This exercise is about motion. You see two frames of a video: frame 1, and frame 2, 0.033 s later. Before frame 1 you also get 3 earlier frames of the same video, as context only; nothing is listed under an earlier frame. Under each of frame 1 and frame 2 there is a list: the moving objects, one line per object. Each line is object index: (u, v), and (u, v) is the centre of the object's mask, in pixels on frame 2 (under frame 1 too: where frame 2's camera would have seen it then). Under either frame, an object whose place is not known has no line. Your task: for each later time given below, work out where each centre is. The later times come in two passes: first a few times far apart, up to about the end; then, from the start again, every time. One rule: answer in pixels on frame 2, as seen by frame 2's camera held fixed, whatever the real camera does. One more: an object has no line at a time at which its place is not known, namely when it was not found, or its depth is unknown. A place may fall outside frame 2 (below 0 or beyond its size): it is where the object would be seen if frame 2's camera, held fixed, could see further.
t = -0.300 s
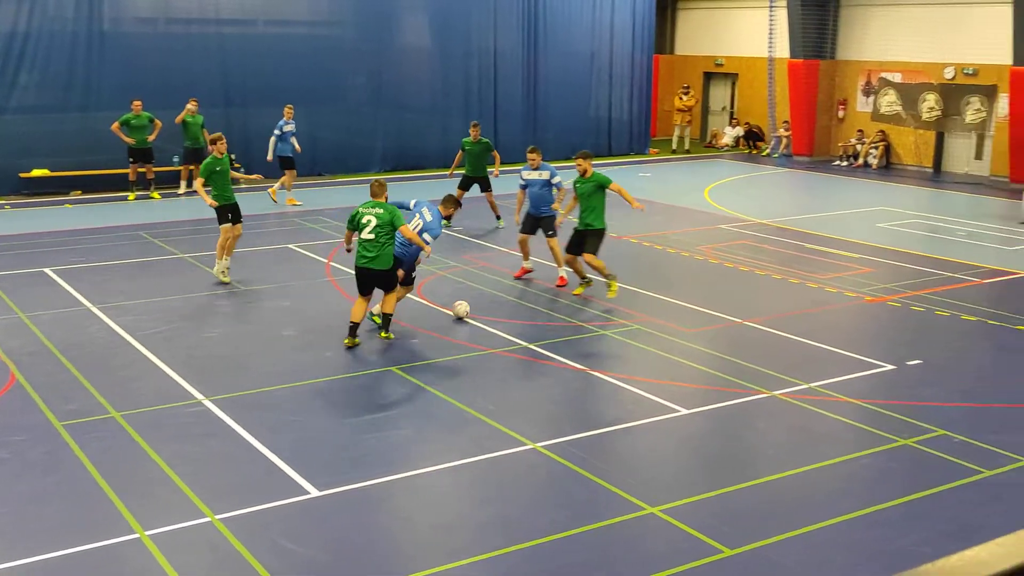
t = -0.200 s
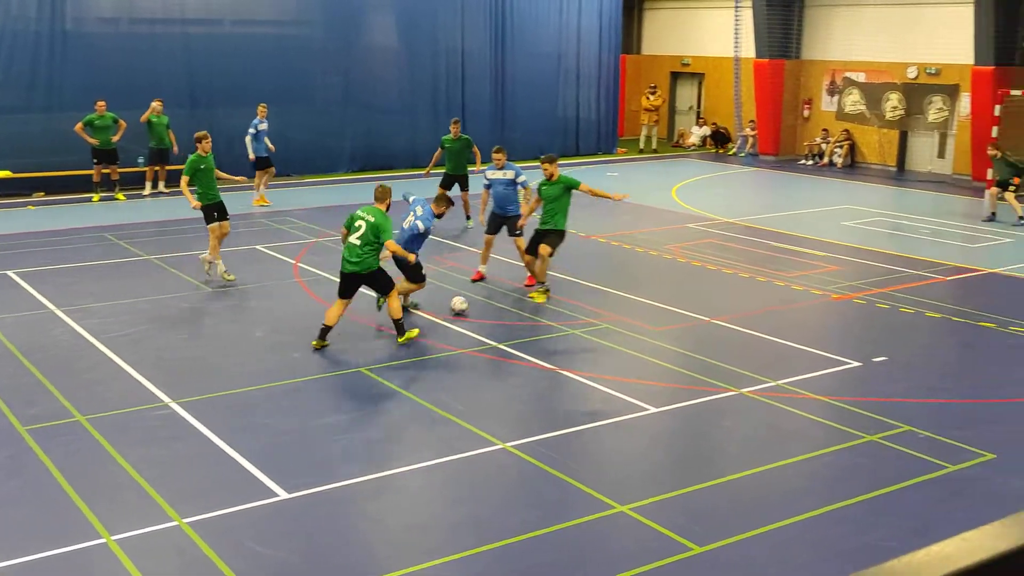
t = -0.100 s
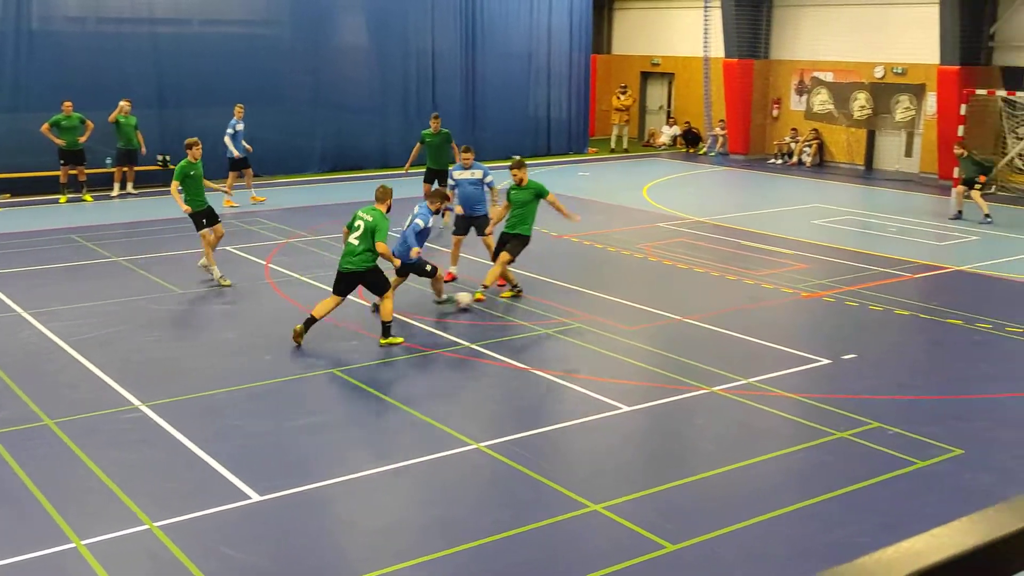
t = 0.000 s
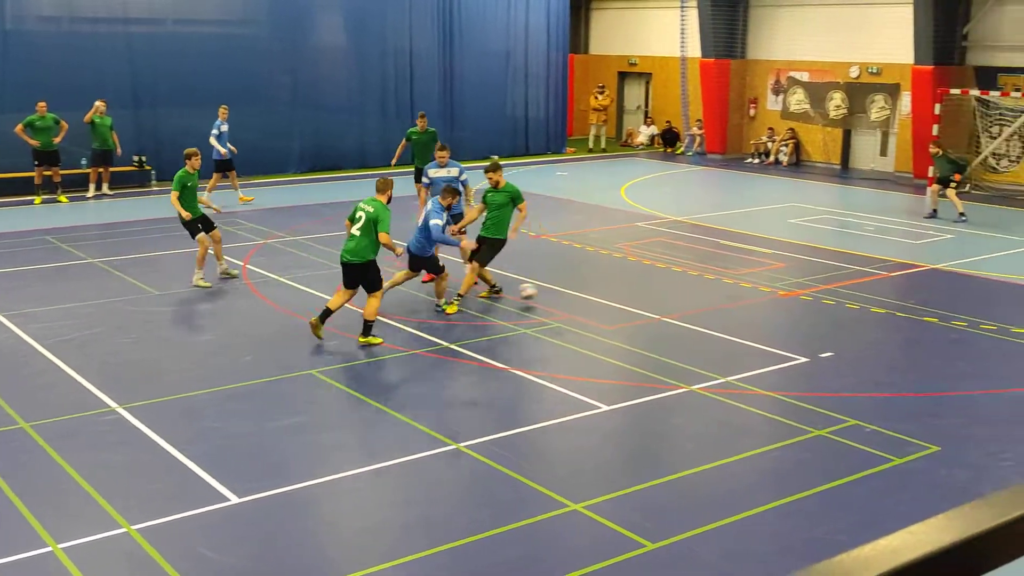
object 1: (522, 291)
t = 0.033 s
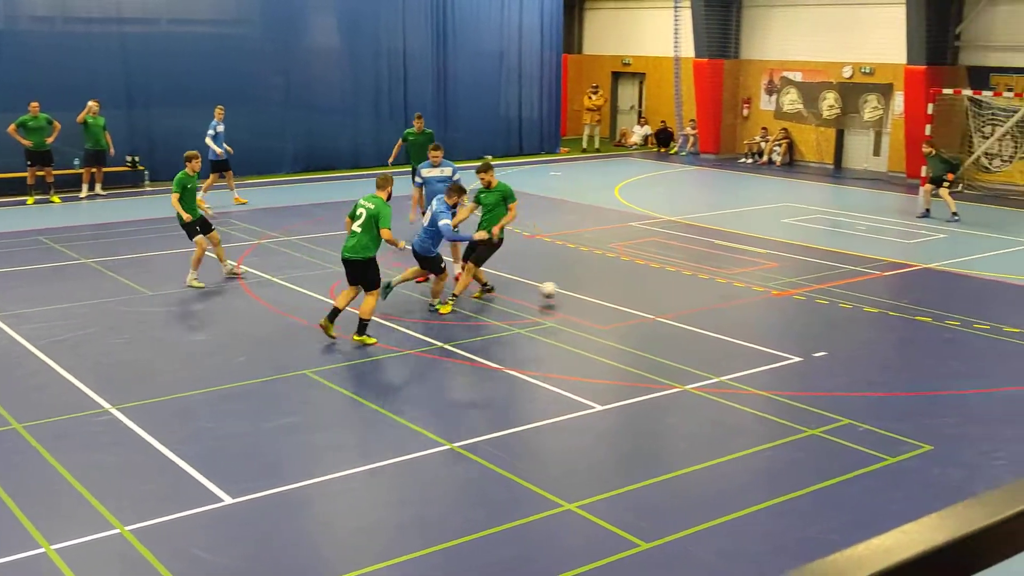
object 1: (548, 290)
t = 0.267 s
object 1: (713, 286)
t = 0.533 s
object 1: (874, 274)
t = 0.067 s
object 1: (575, 290)
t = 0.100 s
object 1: (602, 291)
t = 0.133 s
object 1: (625, 290)
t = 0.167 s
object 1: (647, 288)
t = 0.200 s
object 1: (670, 286)
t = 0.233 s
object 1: (692, 287)
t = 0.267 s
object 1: (713, 286)
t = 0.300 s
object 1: (734, 284)
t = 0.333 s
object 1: (755, 283)
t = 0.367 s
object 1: (775, 283)
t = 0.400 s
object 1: (796, 280)
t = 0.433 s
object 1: (816, 278)
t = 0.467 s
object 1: (835, 279)
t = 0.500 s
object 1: (855, 277)
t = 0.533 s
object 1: (874, 274)
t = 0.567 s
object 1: (893, 273)
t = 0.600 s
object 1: (911, 274)
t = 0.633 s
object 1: (930, 273)
